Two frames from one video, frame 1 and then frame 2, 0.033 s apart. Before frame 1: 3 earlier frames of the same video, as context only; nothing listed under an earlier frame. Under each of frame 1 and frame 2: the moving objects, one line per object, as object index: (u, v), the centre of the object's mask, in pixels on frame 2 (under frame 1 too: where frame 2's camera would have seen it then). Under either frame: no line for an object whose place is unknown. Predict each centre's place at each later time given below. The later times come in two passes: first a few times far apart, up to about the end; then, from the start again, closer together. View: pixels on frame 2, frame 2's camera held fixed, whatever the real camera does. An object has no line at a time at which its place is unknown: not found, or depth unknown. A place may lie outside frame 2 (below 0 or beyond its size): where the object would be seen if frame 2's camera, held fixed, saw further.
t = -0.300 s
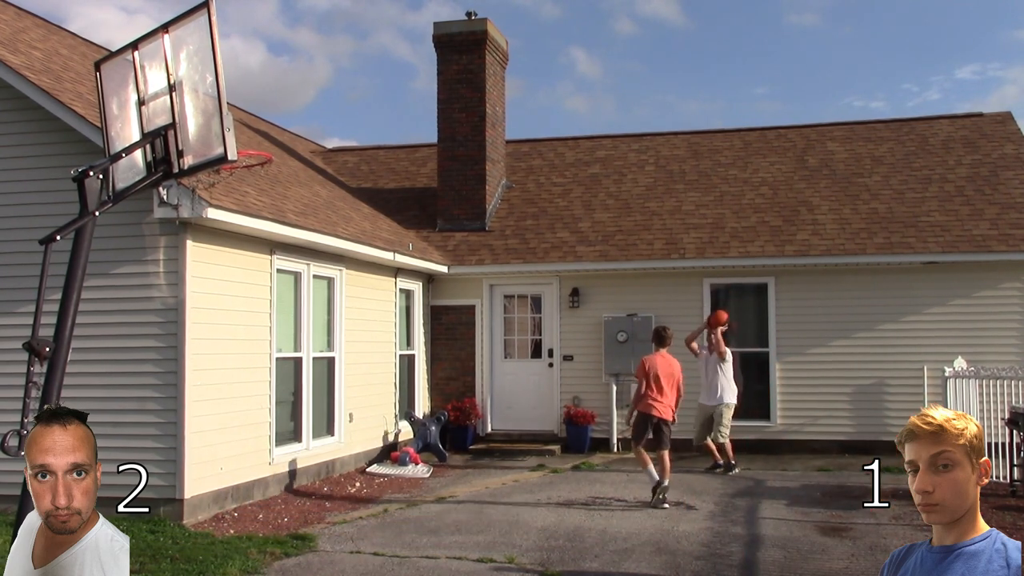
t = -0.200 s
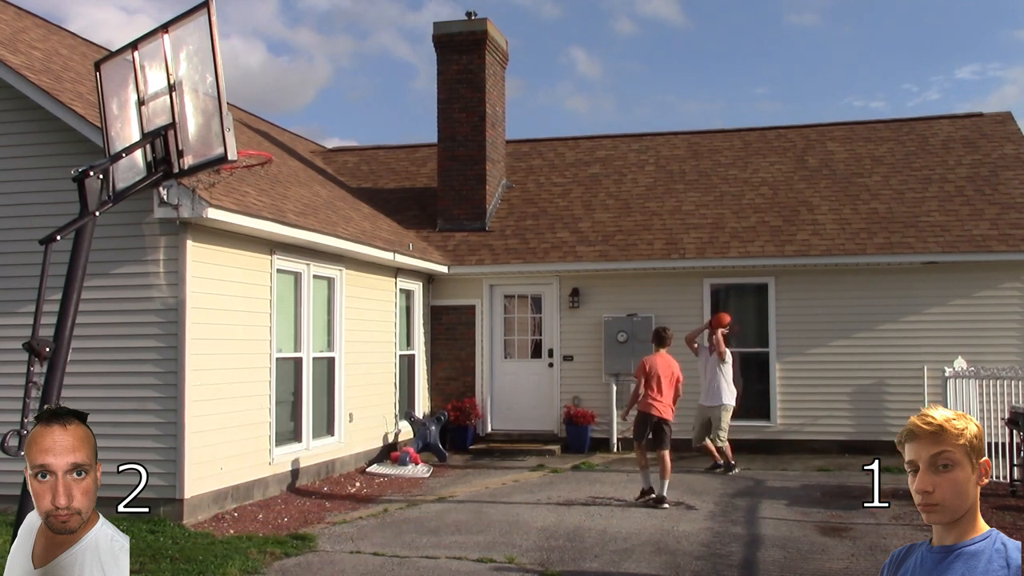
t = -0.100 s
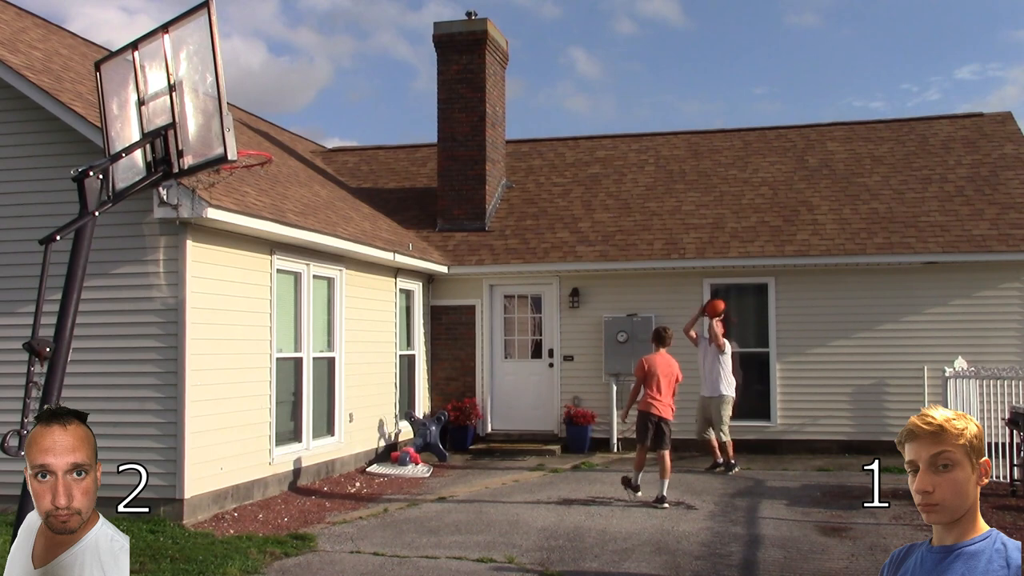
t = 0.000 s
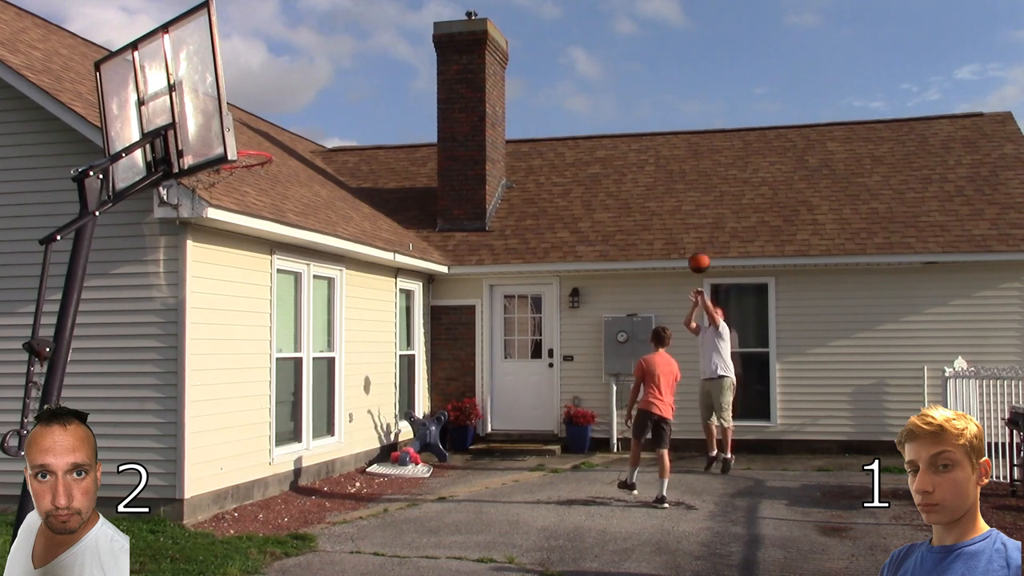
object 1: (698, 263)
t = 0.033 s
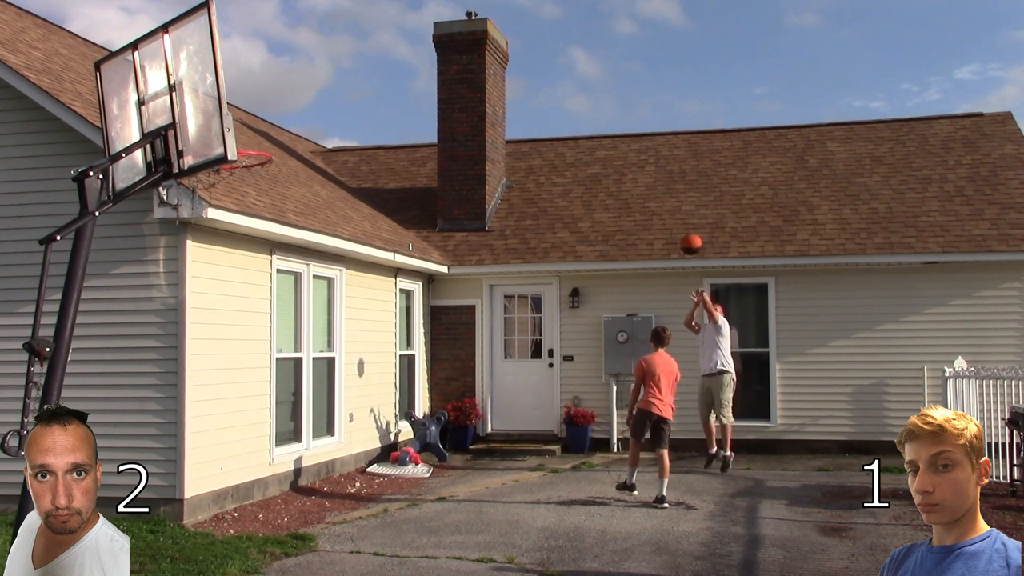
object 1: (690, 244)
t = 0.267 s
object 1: (627, 130)
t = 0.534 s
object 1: (536, 44)
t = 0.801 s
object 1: (418, 24)
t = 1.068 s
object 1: (249, 115)
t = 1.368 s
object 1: (344, 128)
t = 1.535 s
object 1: (408, 160)
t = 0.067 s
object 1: (682, 226)
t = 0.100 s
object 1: (674, 209)
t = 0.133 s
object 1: (665, 190)
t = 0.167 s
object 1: (656, 175)
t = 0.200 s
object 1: (647, 159)
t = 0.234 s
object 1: (638, 145)
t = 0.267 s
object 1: (627, 130)
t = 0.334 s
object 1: (607, 104)
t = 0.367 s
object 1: (596, 92)
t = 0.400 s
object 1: (585, 80)
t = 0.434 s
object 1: (573, 70)
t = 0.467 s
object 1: (561, 61)
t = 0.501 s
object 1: (549, 52)
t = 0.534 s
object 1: (536, 44)
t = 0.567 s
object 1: (523, 37)
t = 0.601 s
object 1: (510, 31)
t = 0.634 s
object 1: (497, 26)
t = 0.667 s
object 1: (482, 23)
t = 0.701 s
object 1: (467, 21)
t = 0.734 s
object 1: (451, 20)
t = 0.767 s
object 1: (435, 22)
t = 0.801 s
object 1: (418, 24)
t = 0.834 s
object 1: (400, 28)
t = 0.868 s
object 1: (382, 34)
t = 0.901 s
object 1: (362, 42)
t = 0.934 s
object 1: (342, 52)
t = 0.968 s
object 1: (320, 64)
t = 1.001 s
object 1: (297, 78)
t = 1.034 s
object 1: (274, 95)
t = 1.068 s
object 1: (249, 115)
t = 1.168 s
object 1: (246, 134)
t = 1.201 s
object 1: (260, 130)
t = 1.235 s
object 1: (279, 126)
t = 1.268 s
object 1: (296, 124)
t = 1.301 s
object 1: (313, 123)
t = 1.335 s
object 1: (329, 125)
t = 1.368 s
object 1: (344, 128)
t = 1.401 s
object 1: (358, 132)
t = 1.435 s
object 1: (371, 137)
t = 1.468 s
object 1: (384, 144)
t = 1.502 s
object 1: (396, 151)
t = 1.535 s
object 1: (408, 160)
